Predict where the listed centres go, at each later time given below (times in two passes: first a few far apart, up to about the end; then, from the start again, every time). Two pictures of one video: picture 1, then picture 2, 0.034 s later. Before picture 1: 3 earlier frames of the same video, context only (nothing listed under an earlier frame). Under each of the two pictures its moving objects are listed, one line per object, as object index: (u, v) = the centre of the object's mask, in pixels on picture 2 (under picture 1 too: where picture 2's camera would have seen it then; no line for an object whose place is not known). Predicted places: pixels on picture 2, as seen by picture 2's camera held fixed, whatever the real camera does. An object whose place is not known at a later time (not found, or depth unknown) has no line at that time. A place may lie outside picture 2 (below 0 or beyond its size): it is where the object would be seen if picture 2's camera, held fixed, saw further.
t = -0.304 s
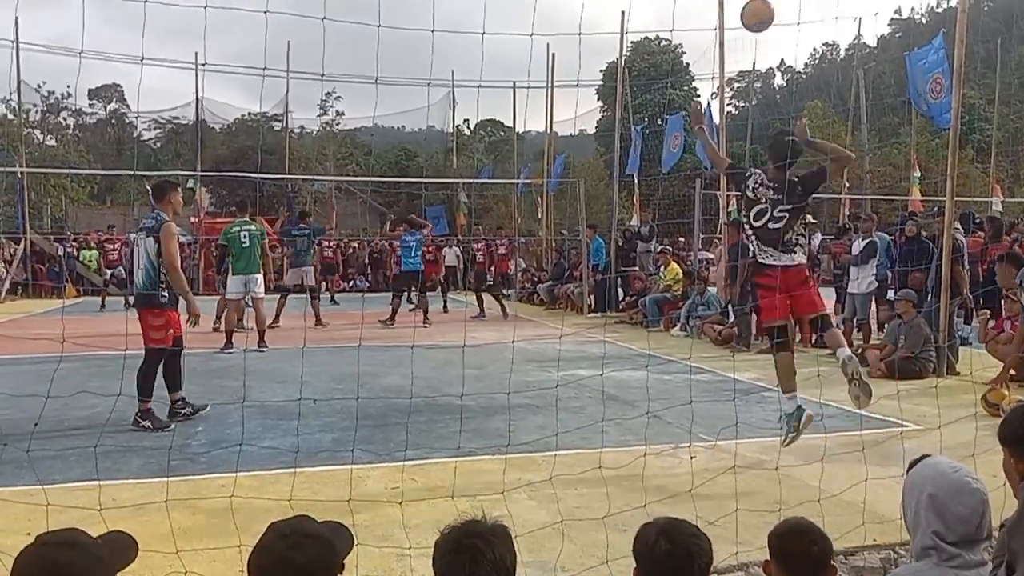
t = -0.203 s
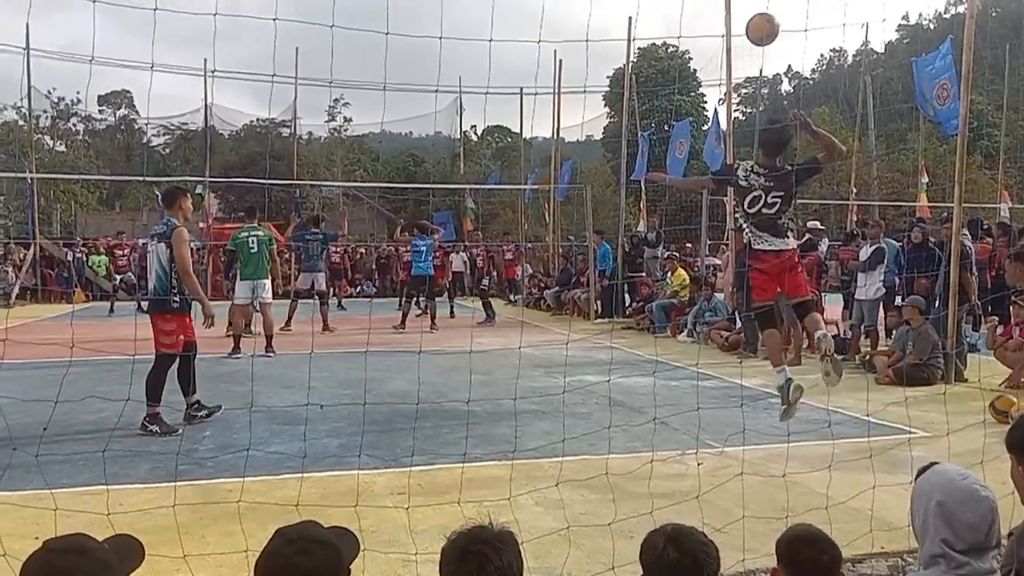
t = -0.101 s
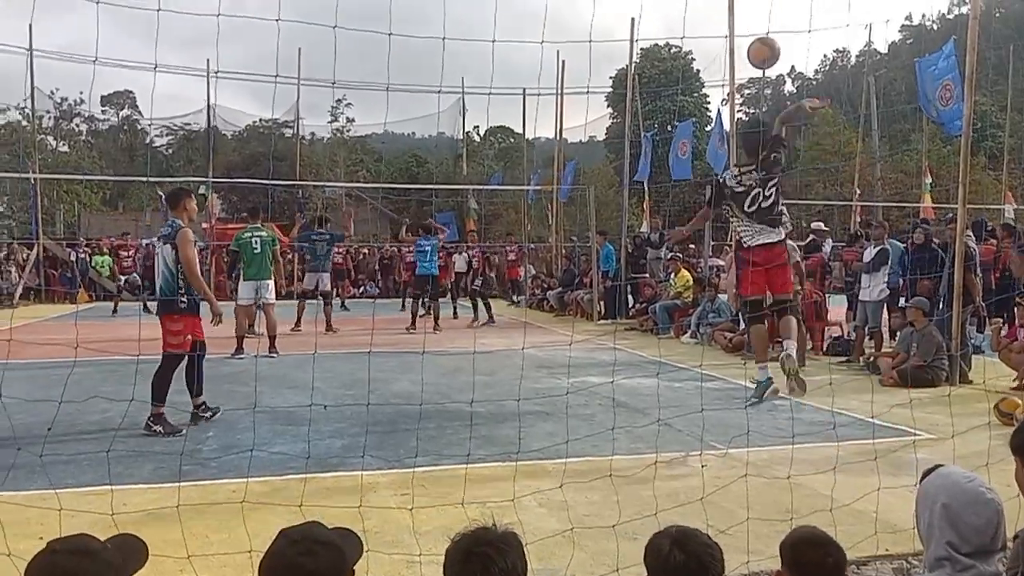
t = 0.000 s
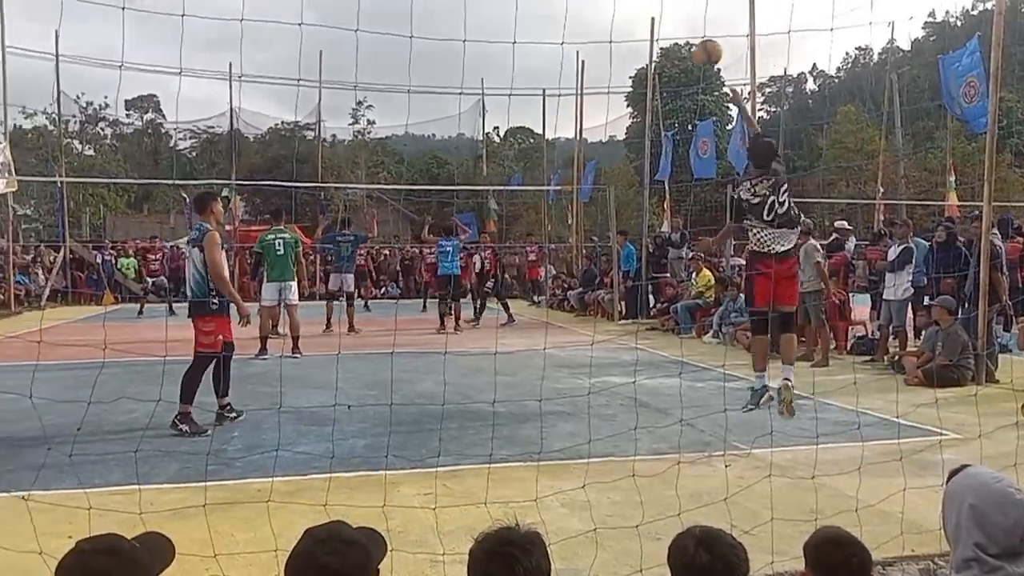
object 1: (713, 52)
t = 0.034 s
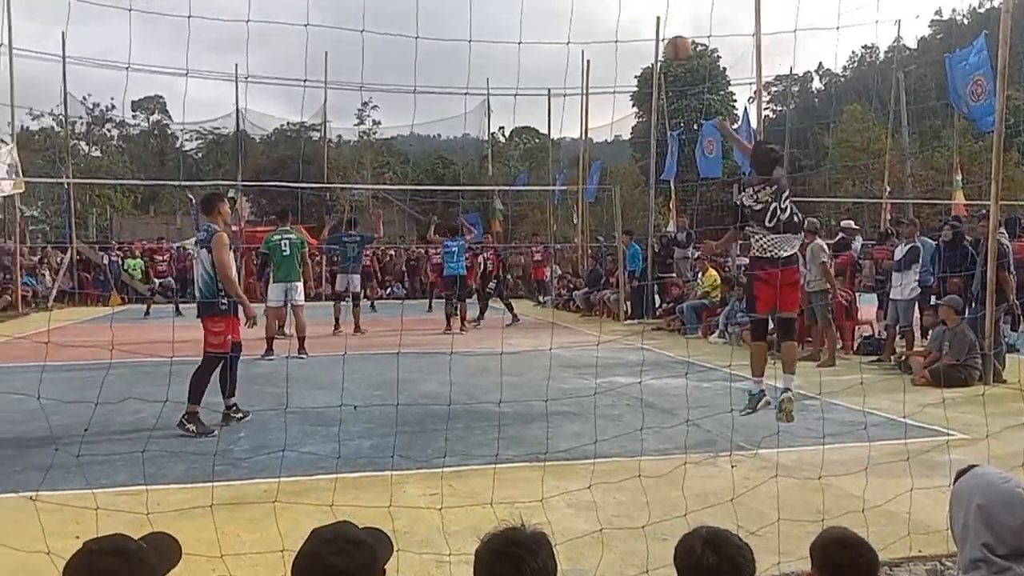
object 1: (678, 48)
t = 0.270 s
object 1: (518, 57)
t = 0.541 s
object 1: (431, 99)
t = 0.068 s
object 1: (646, 47)
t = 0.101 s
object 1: (618, 47)
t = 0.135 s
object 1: (593, 48)
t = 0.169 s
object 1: (572, 49)
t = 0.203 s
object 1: (553, 50)
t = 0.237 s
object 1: (534, 53)
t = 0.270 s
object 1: (518, 57)
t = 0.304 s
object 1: (504, 61)
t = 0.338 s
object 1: (489, 64)
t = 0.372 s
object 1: (475, 69)
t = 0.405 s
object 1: (466, 76)
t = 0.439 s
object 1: (457, 81)
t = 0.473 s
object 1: (447, 87)
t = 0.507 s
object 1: (438, 93)
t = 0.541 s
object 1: (431, 99)
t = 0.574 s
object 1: (422, 105)
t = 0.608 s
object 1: (414, 113)
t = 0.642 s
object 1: (408, 120)
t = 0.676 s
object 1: (402, 127)
